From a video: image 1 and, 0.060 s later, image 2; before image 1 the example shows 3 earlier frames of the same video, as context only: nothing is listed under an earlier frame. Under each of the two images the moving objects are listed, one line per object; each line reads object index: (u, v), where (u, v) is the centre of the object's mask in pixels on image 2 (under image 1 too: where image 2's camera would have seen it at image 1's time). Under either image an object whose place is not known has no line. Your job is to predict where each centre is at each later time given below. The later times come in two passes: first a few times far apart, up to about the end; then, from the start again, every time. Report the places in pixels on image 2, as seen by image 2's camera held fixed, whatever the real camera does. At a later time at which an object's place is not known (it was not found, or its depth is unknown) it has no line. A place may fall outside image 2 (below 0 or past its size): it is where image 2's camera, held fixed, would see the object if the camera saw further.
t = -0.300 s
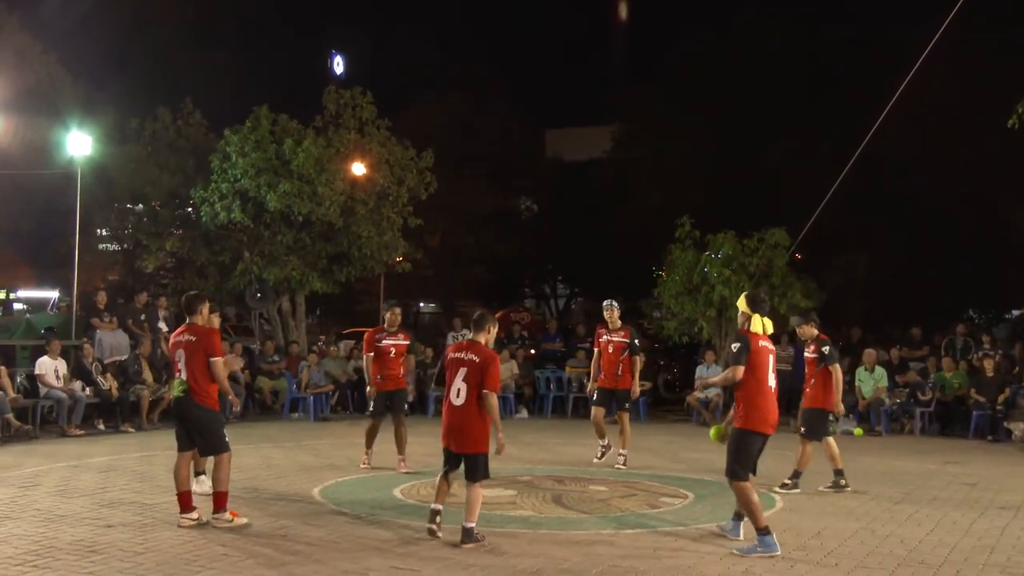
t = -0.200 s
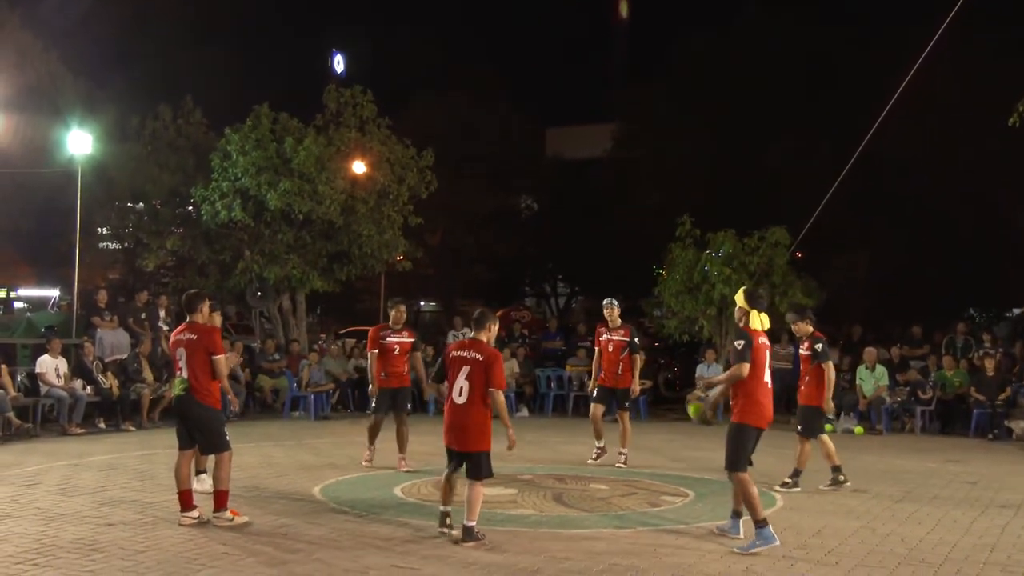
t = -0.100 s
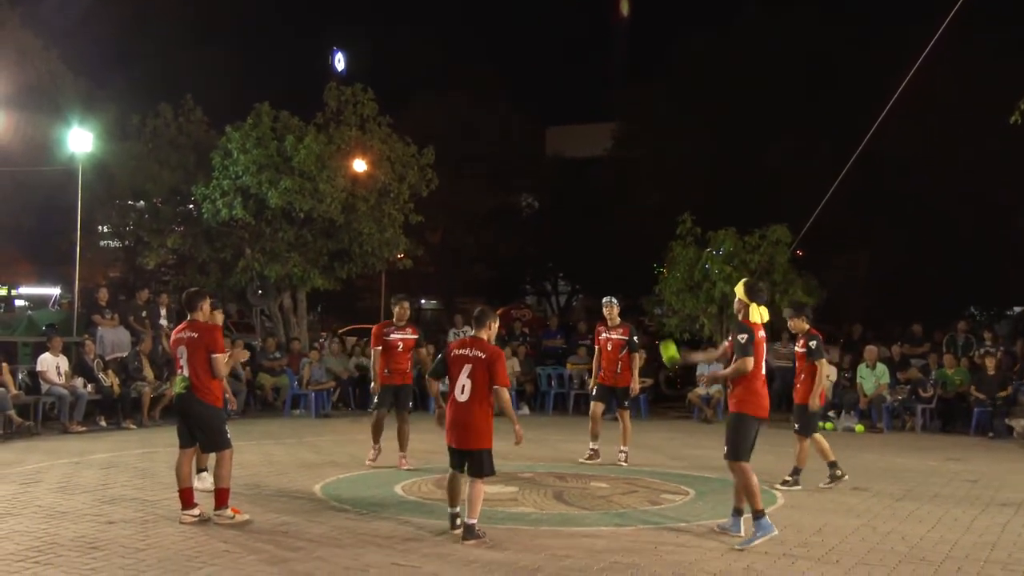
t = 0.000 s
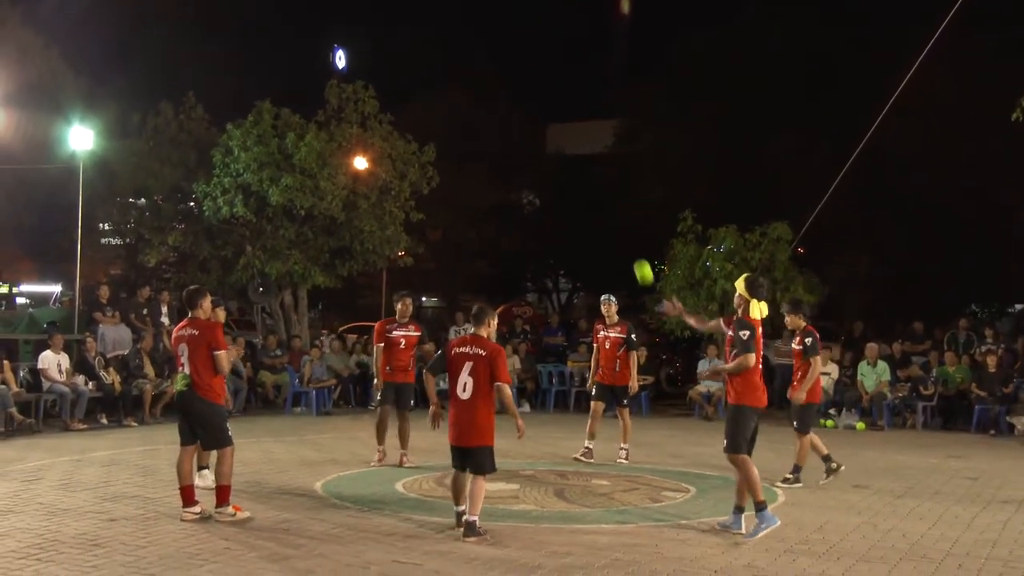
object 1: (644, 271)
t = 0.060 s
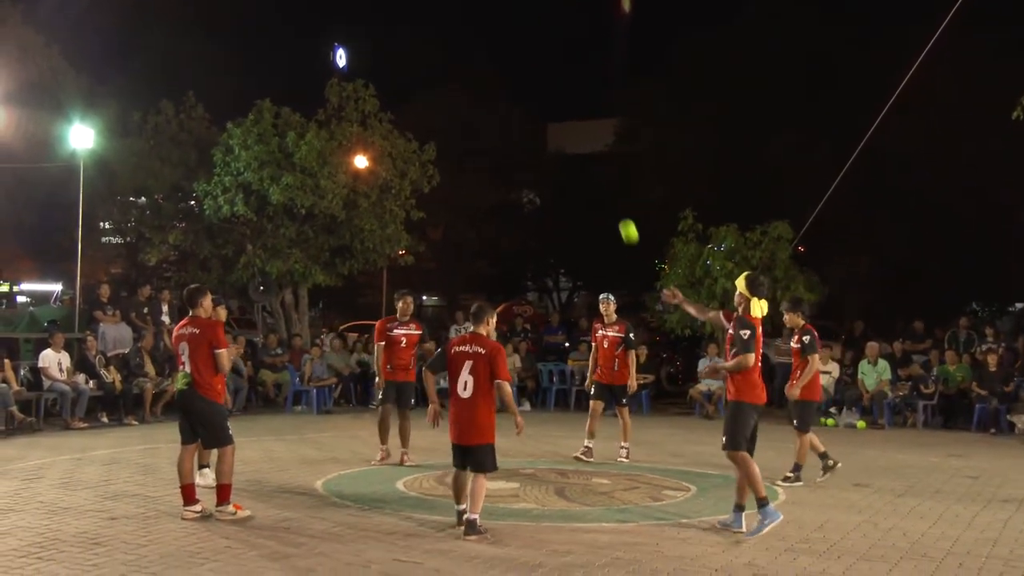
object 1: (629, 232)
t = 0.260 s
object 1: (580, 138)
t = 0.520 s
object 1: (522, 94)
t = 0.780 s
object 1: (469, 125)
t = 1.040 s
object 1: (419, 223)
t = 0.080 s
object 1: (624, 220)
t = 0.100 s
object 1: (619, 208)
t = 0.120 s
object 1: (614, 198)
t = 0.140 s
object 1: (609, 188)
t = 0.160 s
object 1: (604, 178)
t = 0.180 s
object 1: (599, 169)
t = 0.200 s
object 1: (594, 160)
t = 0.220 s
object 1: (589, 152)
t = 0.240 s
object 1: (585, 145)
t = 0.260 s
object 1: (580, 138)
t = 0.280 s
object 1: (575, 132)
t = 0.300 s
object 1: (571, 126)
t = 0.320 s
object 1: (566, 120)
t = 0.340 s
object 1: (562, 116)
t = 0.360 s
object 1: (557, 111)
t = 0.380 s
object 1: (553, 108)
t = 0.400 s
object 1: (548, 104)
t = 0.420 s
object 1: (544, 101)
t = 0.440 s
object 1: (539, 99)
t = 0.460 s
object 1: (535, 97)
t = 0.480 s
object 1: (531, 95)
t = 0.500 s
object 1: (527, 94)
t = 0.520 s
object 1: (522, 94)
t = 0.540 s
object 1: (518, 94)
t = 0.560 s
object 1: (514, 94)
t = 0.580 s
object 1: (510, 95)
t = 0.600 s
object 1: (506, 96)
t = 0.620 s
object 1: (501, 98)
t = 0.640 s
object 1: (497, 100)
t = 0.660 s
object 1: (493, 102)
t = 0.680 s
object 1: (489, 105)
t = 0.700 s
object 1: (485, 108)
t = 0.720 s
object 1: (481, 112)
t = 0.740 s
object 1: (477, 116)
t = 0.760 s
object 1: (473, 121)
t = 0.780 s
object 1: (469, 125)
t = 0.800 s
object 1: (465, 131)
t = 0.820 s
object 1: (461, 136)
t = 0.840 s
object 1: (457, 142)
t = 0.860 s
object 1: (453, 149)
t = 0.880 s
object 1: (450, 156)
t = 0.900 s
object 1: (446, 163)
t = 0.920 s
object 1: (442, 171)
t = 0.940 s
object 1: (438, 178)
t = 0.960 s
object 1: (434, 187)
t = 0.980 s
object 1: (430, 196)
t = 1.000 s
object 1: (427, 205)
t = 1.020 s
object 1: (423, 214)
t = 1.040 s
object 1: (419, 223)
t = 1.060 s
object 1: (416, 234)
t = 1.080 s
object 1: (412, 244)
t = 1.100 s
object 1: (408, 255)
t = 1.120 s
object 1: (405, 266)
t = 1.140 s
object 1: (401, 277)
